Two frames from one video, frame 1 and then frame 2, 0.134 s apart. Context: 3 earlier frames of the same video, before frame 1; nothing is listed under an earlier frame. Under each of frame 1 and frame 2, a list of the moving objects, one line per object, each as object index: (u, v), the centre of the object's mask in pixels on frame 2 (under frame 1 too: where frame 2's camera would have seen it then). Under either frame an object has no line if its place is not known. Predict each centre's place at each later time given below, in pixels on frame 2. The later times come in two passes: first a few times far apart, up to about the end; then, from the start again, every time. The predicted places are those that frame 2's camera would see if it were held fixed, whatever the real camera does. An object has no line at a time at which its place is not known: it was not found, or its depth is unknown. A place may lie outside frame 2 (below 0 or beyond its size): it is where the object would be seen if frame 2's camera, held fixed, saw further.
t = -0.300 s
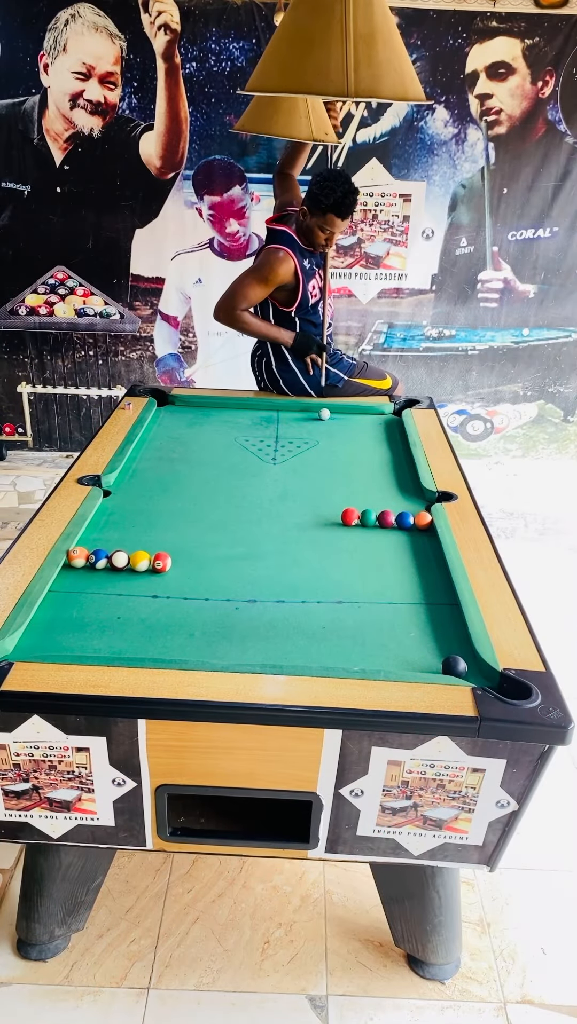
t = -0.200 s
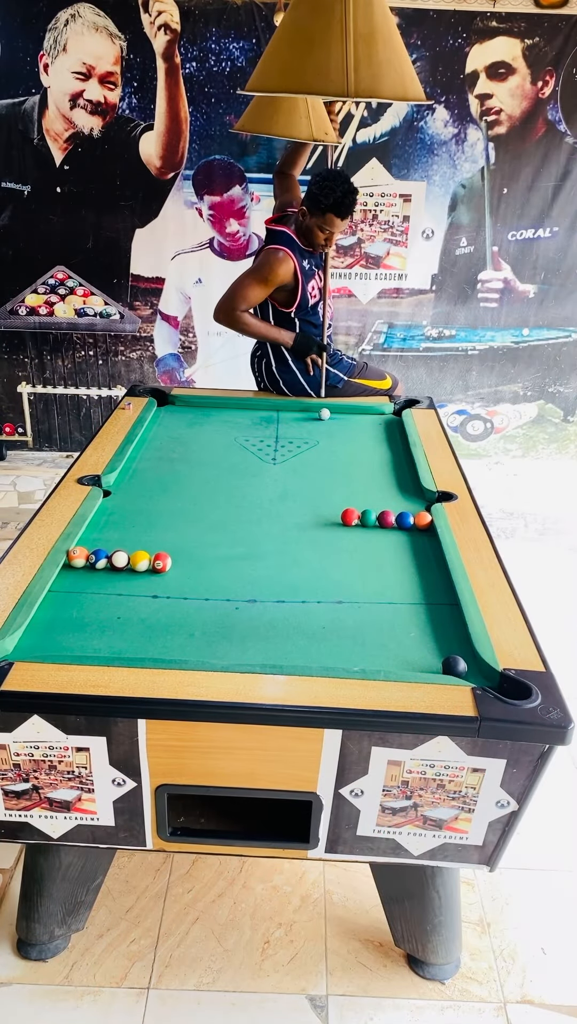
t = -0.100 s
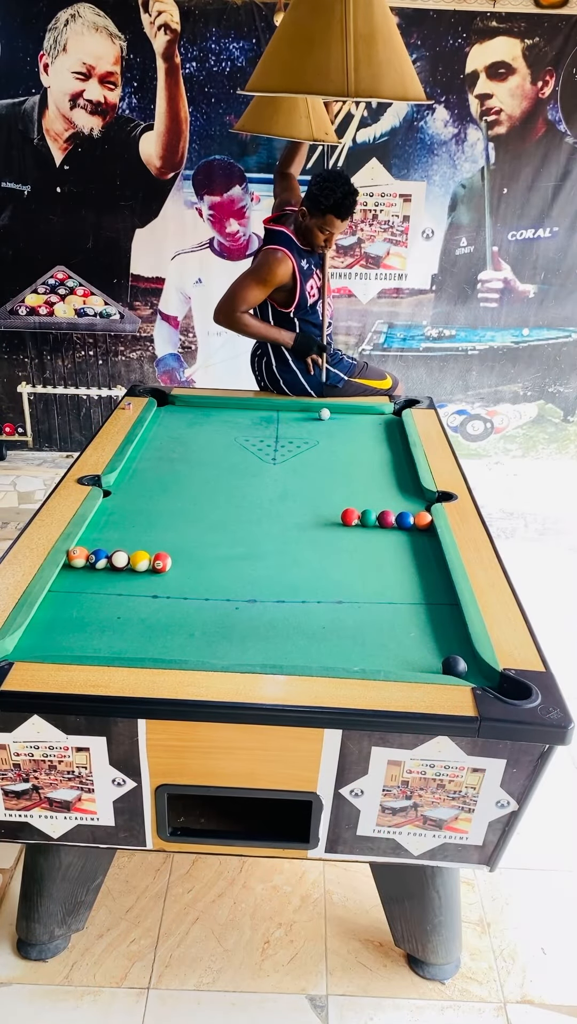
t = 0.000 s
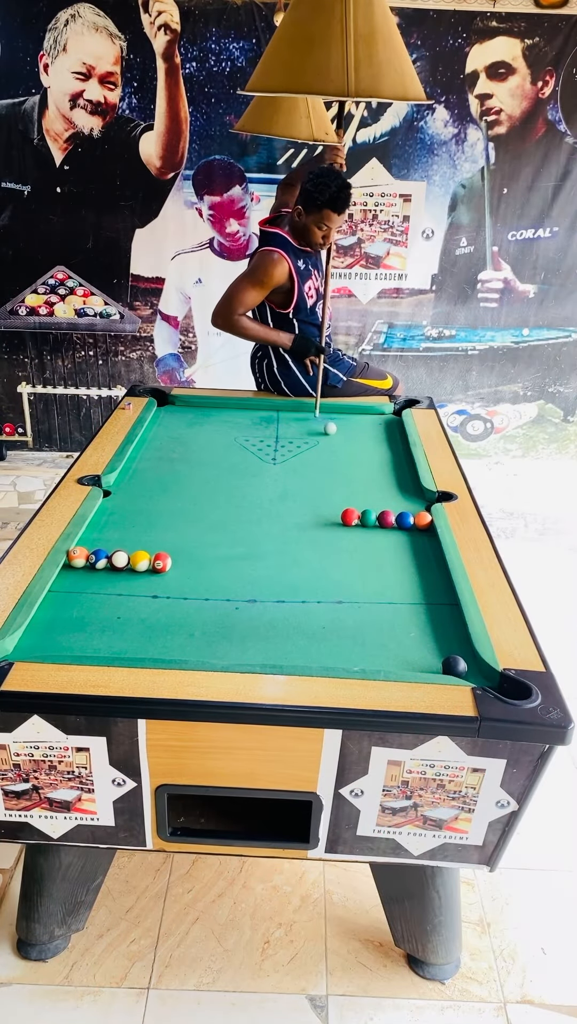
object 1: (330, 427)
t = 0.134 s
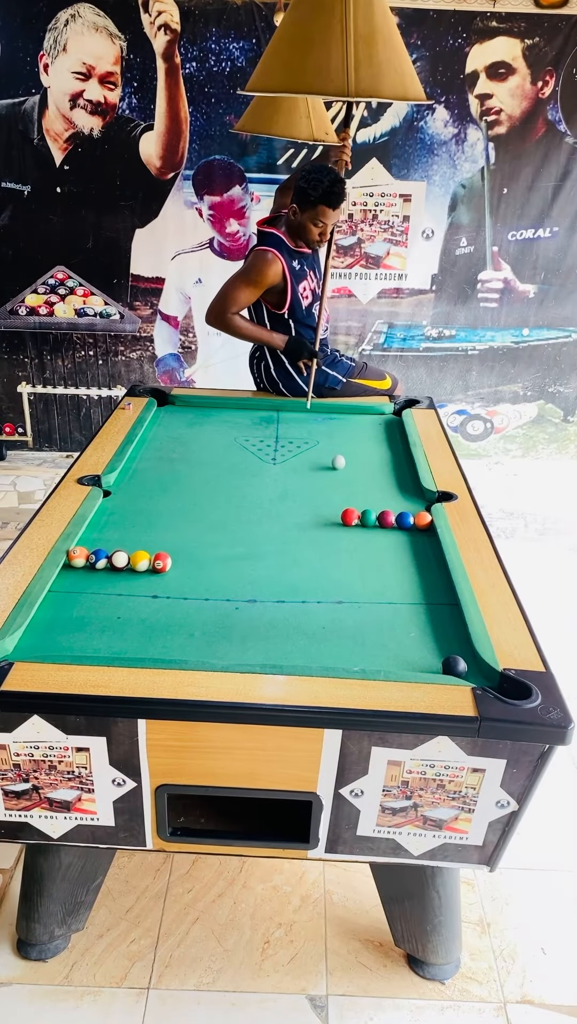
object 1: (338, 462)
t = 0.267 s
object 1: (336, 497)
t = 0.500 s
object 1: (297, 553)
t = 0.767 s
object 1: (189, 594)
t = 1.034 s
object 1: (42, 623)
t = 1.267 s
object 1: (103, 631)
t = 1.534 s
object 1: (174, 638)
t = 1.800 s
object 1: (244, 645)
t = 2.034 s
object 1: (303, 651)
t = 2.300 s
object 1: (369, 657)
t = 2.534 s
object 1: (424, 661)
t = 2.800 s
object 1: (439, 655)
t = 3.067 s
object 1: (448, 649)
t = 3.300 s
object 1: (455, 645)
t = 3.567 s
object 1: (457, 641)
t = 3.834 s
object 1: (454, 640)
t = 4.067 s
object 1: (453, 639)
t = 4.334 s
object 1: (453, 640)
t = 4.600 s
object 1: (453, 640)
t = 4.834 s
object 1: (453, 640)
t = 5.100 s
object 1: (453, 640)
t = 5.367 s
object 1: (453, 640)
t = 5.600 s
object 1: (453, 640)
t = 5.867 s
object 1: (453, 640)
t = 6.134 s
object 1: (453, 640)
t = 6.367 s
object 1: (453, 640)
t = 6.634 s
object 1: (453, 640)
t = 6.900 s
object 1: (453, 640)
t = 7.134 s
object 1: (453, 640)
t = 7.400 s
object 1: (453, 640)
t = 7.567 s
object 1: (453, 640)
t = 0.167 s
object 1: (339, 471)
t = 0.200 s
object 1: (339, 479)
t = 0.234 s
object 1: (338, 488)
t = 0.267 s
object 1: (336, 497)
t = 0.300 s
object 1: (333, 505)
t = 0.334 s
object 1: (330, 513)
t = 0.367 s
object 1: (325, 522)
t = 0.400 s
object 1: (320, 530)
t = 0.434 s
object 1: (313, 538)
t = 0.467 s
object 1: (306, 546)
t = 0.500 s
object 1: (297, 553)
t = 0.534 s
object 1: (288, 560)
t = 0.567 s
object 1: (277, 566)
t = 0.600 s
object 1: (265, 572)
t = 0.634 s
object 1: (252, 578)
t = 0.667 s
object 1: (237, 583)
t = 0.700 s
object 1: (222, 587)
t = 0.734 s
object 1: (206, 591)
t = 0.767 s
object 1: (189, 594)
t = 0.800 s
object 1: (172, 598)
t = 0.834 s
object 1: (153, 602)
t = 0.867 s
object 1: (136, 605)
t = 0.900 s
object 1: (117, 608)
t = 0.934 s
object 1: (99, 612)
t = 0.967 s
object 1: (80, 616)
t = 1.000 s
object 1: (61, 620)
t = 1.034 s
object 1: (42, 623)
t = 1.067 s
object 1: (48, 625)
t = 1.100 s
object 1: (58, 626)
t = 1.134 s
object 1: (67, 627)
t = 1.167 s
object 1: (76, 628)
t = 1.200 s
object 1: (85, 629)
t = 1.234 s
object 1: (94, 630)
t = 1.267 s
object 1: (103, 631)
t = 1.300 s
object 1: (112, 632)
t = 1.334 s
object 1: (121, 633)
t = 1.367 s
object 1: (130, 634)
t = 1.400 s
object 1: (139, 635)
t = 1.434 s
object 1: (148, 636)
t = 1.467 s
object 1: (157, 637)
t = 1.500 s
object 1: (166, 638)
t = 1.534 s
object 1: (174, 638)
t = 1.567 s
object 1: (183, 639)
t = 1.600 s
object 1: (192, 640)
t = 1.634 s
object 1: (201, 641)
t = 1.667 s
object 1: (209, 642)
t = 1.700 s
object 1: (218, 643)
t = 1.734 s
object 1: (227, 644)
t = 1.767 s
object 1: (235, 645)
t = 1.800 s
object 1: (244, 645)
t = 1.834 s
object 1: (252, 646)
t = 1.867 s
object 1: (261, 647)
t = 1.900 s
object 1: (269, 648)
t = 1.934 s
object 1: (278, 649)
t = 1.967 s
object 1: (286, 649)
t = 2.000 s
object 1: (294, 650)
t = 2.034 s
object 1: (303, 651)
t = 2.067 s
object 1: (311, 652)
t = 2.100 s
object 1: (319, 652)
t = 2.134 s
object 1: (328, 653)
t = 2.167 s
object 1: (336, 654)
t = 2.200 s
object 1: (344, 655)
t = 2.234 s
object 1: (352, 656)
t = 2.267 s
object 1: (360, 656)
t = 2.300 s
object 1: (369, 657)
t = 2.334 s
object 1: (377, 658)
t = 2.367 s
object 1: (385, 658)
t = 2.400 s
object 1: (393, 659)
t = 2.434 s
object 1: (401, 659)
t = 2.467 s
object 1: (409, 660)
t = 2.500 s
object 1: (417, 661)
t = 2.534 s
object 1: (424, 661)
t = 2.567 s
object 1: (431, 662)
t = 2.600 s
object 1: (431, 661)
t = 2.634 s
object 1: (432, 660)
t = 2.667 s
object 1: (433, 659)
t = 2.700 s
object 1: (435, 658)
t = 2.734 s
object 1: (436, 657)
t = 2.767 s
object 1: (437, 656)
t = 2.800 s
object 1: (439, 655)
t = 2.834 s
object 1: (440, 654)
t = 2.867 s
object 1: (441, 654)
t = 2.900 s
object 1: (442, 653)
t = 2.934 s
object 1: (443, 652)
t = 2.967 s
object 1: (444, 651)
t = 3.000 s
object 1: (446, 650)
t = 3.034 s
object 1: (447, 650)
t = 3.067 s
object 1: (448, 649)
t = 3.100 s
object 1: (449, 649)
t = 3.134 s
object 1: (450, 648)
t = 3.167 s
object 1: (451, 647)
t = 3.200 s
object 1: (452, 647)
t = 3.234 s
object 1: (453, 646)
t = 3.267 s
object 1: (454, 645)
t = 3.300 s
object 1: (455, 645)
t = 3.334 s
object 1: (456, 644)
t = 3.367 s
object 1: (457, 644)
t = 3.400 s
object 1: (458, 643)
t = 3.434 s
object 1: (459, 642)
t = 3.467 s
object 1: (458, 642)
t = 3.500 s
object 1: (457, 642)
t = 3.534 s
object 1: (457, 641)
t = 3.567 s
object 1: (457, 641)
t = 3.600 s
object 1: (456, 641)
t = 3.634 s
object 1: (456, 641)
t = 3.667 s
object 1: (456, 640)
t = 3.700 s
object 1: (455, 640)
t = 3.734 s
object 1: (455, 640)
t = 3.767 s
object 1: (454, 640)
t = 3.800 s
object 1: (454, 640)
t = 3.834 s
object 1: (454, 640)
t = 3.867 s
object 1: (453, 640)
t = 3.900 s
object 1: (453, 639)
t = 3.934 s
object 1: (453, 639)
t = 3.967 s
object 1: (453, 639)
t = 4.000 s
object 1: (453, 639)
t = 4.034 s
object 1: (453, 639)
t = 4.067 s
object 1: (453, 639)
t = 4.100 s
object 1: (453, 639)
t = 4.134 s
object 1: (453, 640)
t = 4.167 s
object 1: (453, 640)
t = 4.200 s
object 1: (453, 640)
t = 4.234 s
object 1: (453, 640)
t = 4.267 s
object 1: (453, 640)
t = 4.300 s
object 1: (453, 640)
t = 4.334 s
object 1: (453, 640)
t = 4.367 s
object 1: (453, 640)
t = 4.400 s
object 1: (453, 640)
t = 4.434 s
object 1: (453, 640)
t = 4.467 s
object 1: (453, 640)
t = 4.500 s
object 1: (453, 640)
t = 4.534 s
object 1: (453, 640)
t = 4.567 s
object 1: (453, 640)
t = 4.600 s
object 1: (453, 640)
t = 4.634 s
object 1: (453, 640)
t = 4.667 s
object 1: (453, 640)
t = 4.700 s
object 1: (453, 640)
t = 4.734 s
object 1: (453, 640)
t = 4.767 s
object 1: (453, 640)
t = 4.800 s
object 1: (453, 640)
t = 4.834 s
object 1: (453, 640)
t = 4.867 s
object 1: (453, 640)
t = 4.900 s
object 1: (453, 640)
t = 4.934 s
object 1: (453, 640)
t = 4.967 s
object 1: (453, 640)
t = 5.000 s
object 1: (453, 640)
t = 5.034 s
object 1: (453, 640)
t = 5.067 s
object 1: (453, 640)
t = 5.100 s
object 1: (453, 640)
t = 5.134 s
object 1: (453, 640)
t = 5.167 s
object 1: (453, 640)
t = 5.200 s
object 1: (453, 640)
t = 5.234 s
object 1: (453, 640)
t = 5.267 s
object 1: (453, 640)
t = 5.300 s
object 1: (453, 640)
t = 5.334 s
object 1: (453, 640)
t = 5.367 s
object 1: (453, 640)
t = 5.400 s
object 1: (453, 640)
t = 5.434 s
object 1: (453, 640)
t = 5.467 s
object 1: (453, 640)
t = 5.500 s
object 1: (453, 640)
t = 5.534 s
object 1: (453, 640)
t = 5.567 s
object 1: (453, 640)
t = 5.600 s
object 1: (453, 640)
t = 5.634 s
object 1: (453, 640)
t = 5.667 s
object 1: (453, 640)
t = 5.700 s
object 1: (453, 640)
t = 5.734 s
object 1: (453, 640)
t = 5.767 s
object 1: (453, 640)
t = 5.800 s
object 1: (453, 640)
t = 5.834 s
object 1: (453, 640)
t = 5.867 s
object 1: (453, 640)
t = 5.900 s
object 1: (453, 640)
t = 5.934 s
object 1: (453, 640)
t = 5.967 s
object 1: (453, 640)
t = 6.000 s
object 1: (453, 640)
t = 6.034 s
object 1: (453, 640)
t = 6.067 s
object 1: (453, 640)
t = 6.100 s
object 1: (453, 640)
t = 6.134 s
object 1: (453, 640)
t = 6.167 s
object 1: (453, 640)
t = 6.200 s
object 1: (453, 640)
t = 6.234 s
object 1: (453, 640)
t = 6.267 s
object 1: (453, 640)
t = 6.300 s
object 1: (453, 640)
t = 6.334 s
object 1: (453, 640)
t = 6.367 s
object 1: (453, 640)
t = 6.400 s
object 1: (453, 640)
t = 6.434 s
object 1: (453, 640)
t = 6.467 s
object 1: (453, 640)
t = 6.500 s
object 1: (453, 640)
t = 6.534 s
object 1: (453, 640)
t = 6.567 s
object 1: (453, 640)
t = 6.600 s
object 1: (453, 640)
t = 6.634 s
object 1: (453, 640)
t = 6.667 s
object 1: (453, 640)
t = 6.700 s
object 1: (453, 640)
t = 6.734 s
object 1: (453, 640)
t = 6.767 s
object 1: (453, 640)
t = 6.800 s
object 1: (453, 640)
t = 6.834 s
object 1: (453, 640)
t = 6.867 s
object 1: (453, 640)
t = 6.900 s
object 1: (453, 640)
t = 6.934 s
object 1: (453, 640)
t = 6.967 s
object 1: (453, 640)
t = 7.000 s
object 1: (453, 640)
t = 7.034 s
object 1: (453, 640)
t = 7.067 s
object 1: (453, 640)
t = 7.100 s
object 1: (453, 640)
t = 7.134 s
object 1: (453, 640)
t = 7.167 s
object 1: (453, 640)
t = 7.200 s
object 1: (453, 640)
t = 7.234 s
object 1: (453, 640)
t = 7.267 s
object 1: (453, 640)
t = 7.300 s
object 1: (453, 640)
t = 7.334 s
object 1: (453, 640)
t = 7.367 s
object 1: (453, 640)
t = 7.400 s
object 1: (453, 640)
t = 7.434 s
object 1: (453, 640)
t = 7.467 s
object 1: (453, 640)
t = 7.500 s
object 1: (453, 640)
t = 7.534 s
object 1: (453, 640)
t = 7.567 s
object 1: (453, 640)
